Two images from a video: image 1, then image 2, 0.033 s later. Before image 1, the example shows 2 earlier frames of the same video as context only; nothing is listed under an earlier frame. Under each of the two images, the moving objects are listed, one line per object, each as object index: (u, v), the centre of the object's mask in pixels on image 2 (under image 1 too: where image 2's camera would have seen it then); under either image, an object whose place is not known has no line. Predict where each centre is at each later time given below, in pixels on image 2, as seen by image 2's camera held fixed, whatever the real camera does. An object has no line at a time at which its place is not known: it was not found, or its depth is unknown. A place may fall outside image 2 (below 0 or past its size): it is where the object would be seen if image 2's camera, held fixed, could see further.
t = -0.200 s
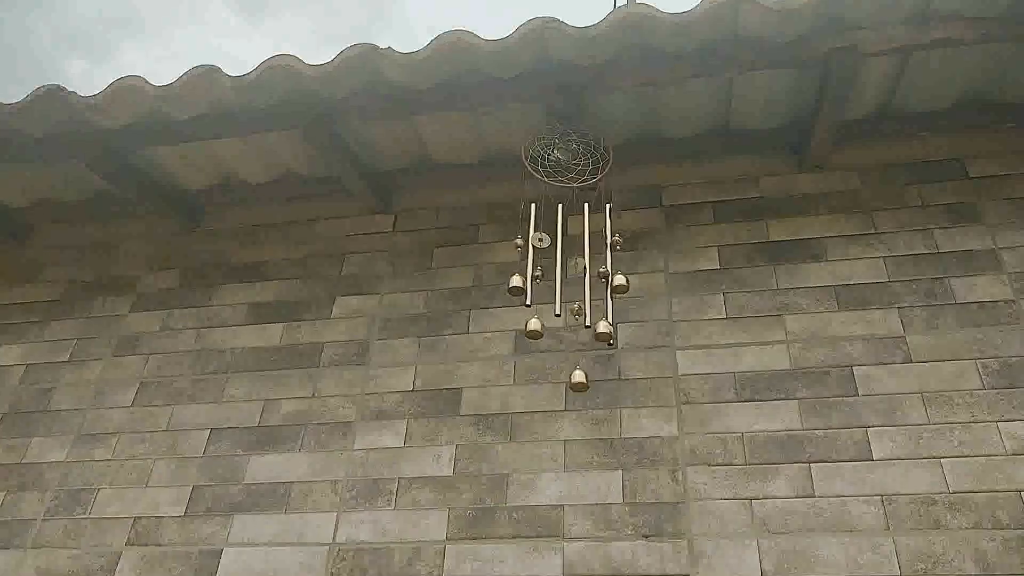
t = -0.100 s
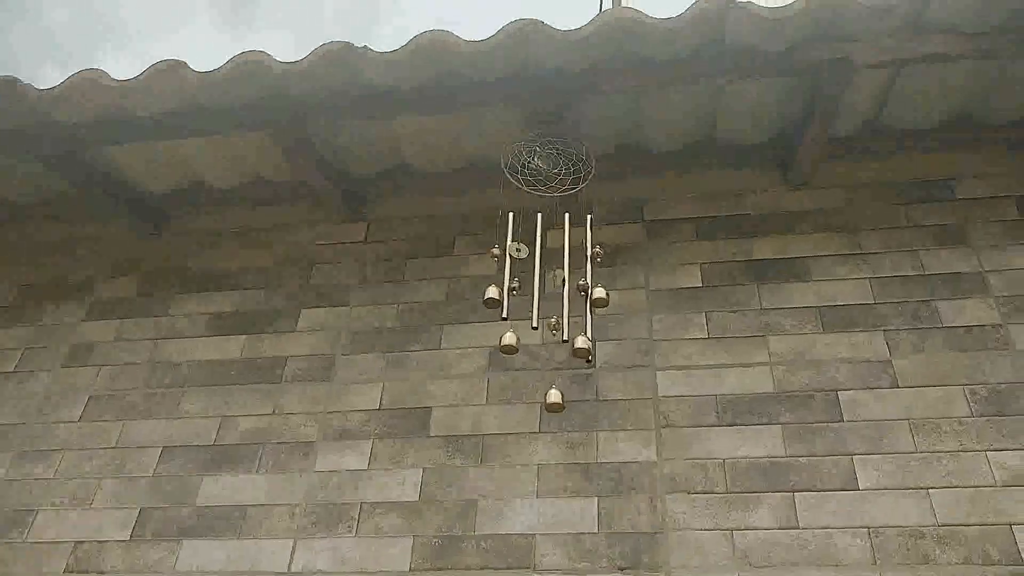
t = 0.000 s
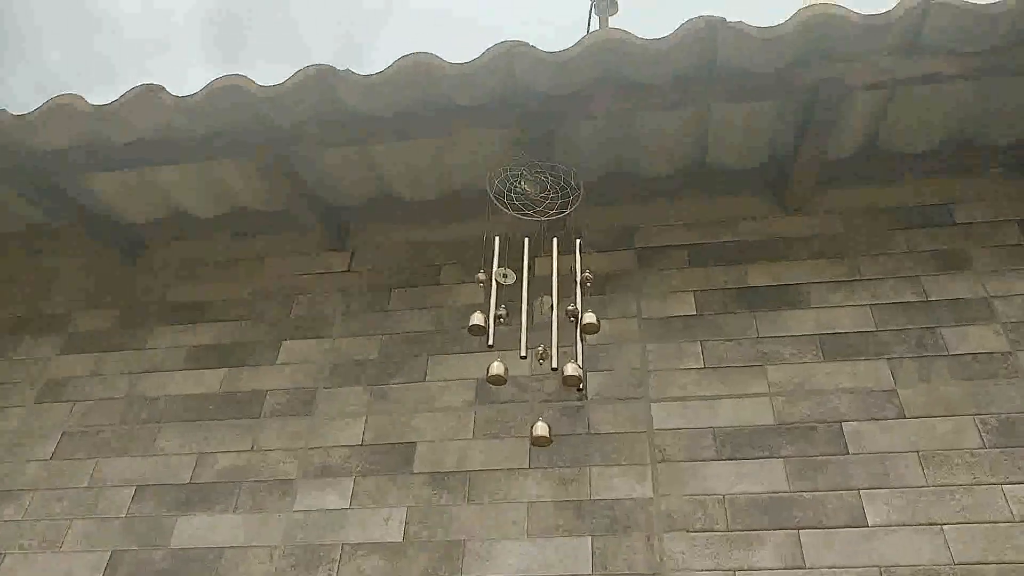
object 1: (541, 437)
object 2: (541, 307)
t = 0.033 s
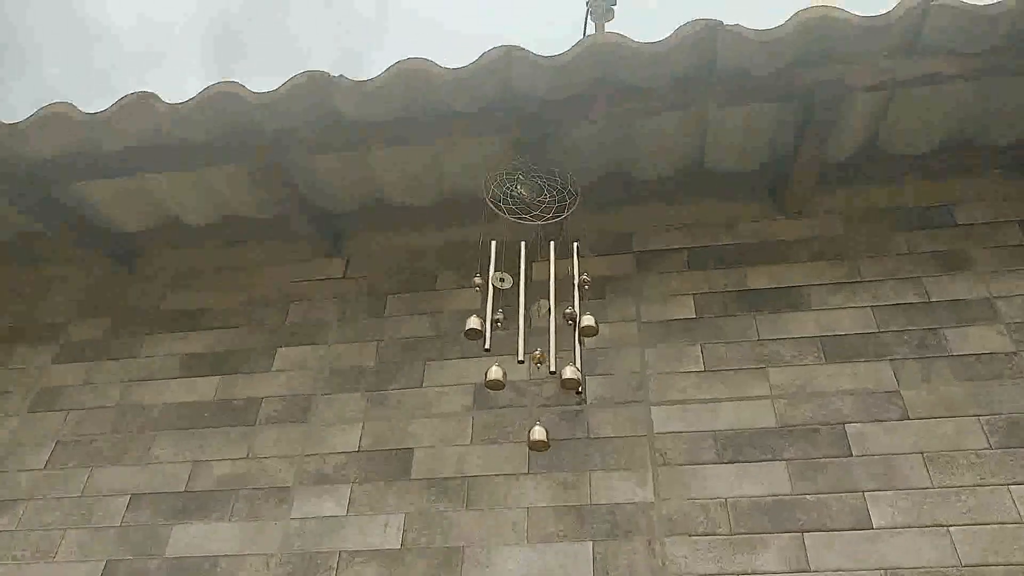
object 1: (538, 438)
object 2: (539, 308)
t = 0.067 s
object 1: (537, 437)
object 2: (539, 308)
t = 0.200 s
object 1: (529, 434)
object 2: (533, 305)
